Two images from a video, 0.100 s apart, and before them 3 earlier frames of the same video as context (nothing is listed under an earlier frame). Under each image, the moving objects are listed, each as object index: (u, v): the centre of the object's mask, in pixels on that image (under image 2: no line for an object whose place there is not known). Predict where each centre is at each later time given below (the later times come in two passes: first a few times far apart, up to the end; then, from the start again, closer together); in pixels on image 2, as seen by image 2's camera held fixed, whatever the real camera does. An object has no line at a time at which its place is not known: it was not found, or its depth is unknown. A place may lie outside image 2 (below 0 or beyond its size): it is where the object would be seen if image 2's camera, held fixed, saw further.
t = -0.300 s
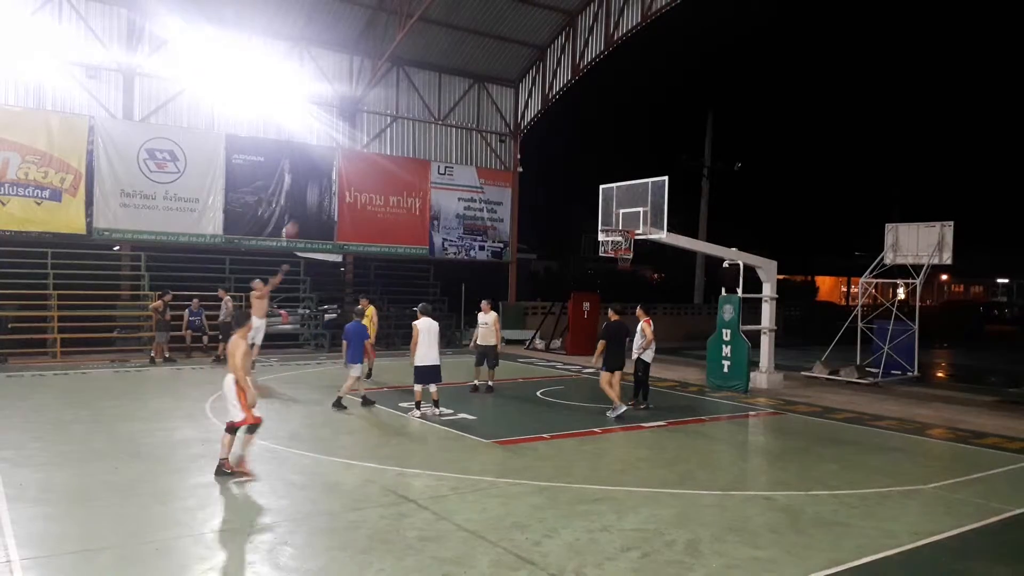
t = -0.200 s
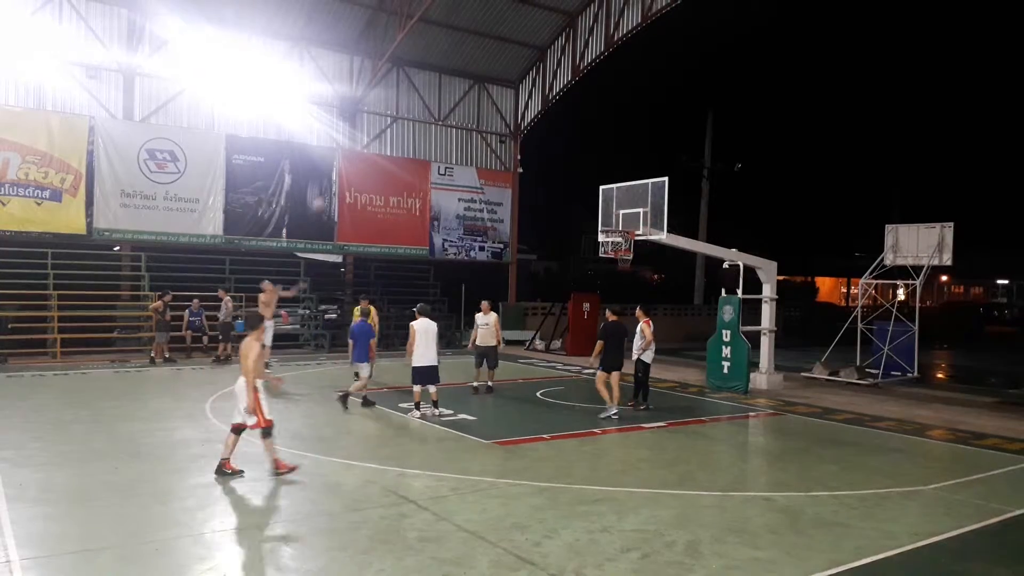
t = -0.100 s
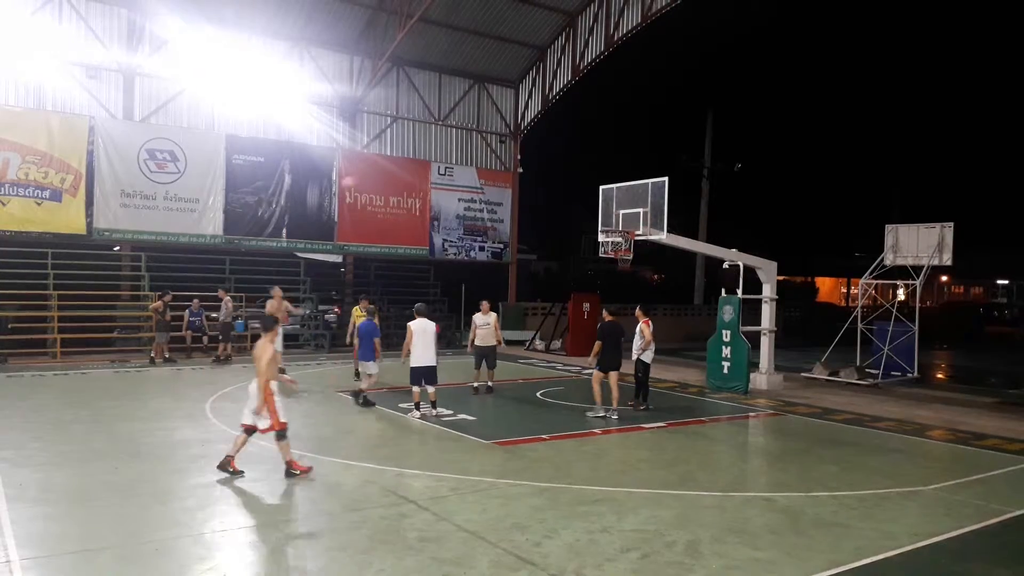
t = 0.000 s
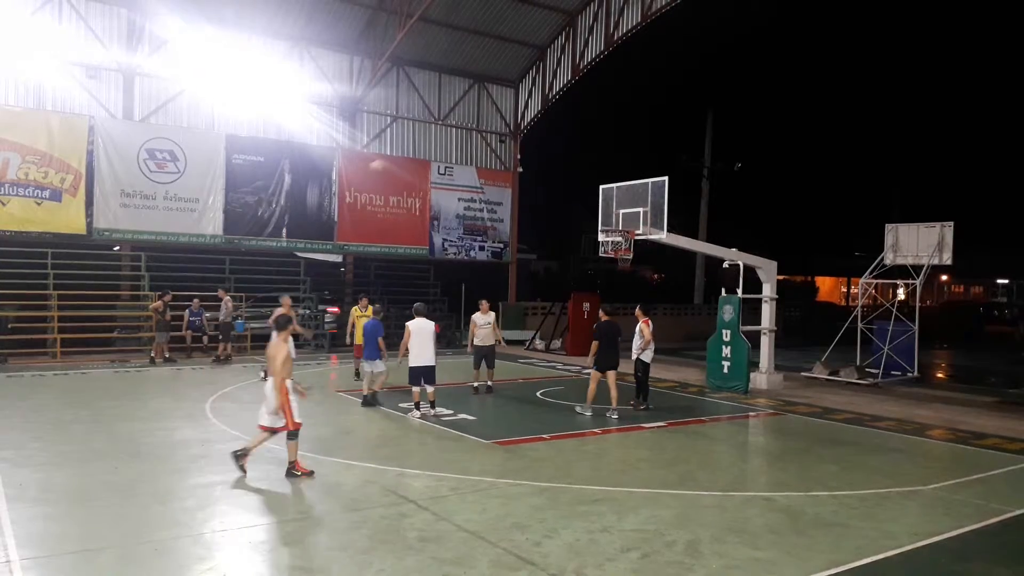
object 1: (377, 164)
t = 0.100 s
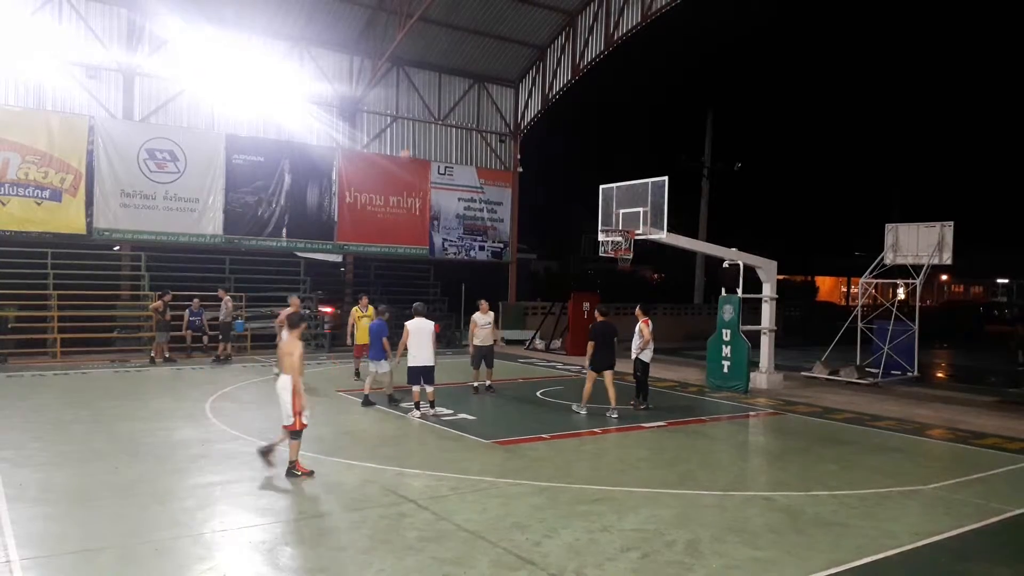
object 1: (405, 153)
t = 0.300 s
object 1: (465, 146)
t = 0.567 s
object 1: (543, 166)
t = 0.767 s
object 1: (601, 206)
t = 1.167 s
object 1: (591, 151)
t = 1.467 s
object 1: (560, 133)
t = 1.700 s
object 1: (535, 154)
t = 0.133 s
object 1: (416, 151)
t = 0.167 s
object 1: (425, 149)
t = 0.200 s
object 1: (435, 148)
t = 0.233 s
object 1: (446, 146)
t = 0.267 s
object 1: (455, 145)
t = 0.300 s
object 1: (465, 146)
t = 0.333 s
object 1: (474, 146)
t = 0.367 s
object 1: (484, 146)
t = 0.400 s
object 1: (495, 148)
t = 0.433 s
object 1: (505, 151)
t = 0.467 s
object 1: (514, 154)
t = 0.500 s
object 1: (524, 158)
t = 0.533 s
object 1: (533, 161)
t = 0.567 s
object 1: (543, 166)
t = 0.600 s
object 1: (553, 170)
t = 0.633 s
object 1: (563, 176)
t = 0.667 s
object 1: (572, 183)
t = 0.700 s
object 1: (582, 190)
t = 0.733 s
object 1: (591, 197)
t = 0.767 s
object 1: (601, 206)
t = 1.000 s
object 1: (608, 181)
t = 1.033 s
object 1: (604, 174)
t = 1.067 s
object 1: (601, 168)
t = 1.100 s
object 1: (598, 161)
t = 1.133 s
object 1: (595, 156)
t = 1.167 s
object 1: (591, 151)
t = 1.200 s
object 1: (588, 147)
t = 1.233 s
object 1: (585, 143)
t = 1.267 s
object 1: (581, 140)
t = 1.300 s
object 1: (578, 138)
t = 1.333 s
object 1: (574, 136)
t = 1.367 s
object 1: (571, 134)
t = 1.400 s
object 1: (567, 134)
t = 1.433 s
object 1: (564, 133)
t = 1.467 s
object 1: (560, 133)
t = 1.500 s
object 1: (557, 135)
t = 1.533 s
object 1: (553, 137)
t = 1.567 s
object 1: (550, 138)
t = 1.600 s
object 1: (546, 141)
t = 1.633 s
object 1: (543, 145)
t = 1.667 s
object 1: (539, 150)
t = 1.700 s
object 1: (535, 154)
